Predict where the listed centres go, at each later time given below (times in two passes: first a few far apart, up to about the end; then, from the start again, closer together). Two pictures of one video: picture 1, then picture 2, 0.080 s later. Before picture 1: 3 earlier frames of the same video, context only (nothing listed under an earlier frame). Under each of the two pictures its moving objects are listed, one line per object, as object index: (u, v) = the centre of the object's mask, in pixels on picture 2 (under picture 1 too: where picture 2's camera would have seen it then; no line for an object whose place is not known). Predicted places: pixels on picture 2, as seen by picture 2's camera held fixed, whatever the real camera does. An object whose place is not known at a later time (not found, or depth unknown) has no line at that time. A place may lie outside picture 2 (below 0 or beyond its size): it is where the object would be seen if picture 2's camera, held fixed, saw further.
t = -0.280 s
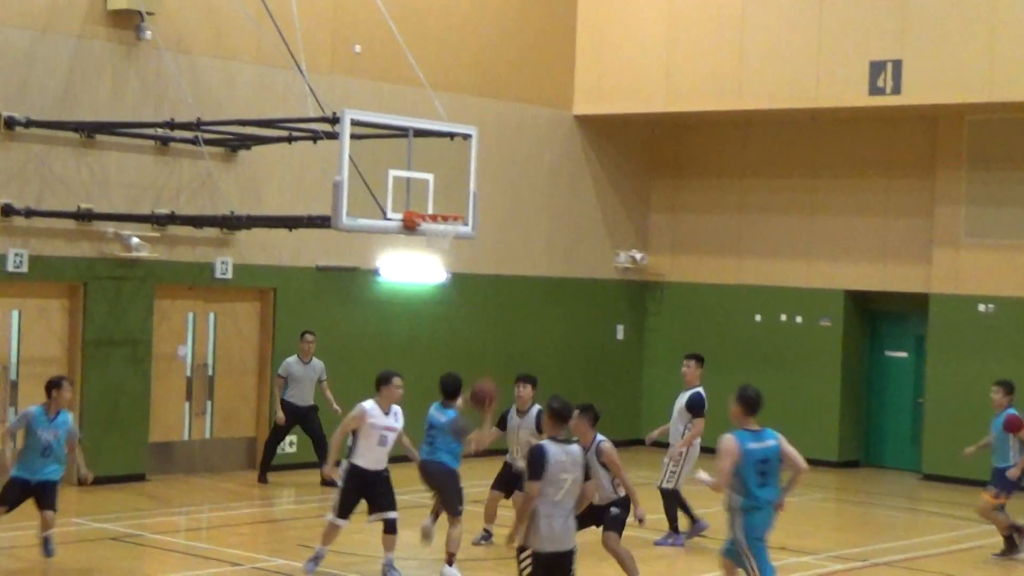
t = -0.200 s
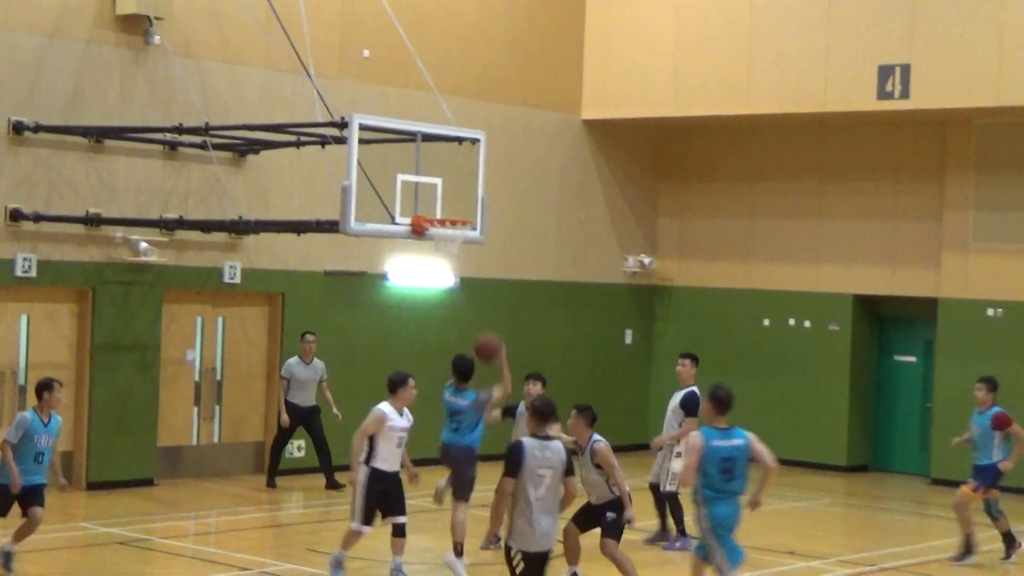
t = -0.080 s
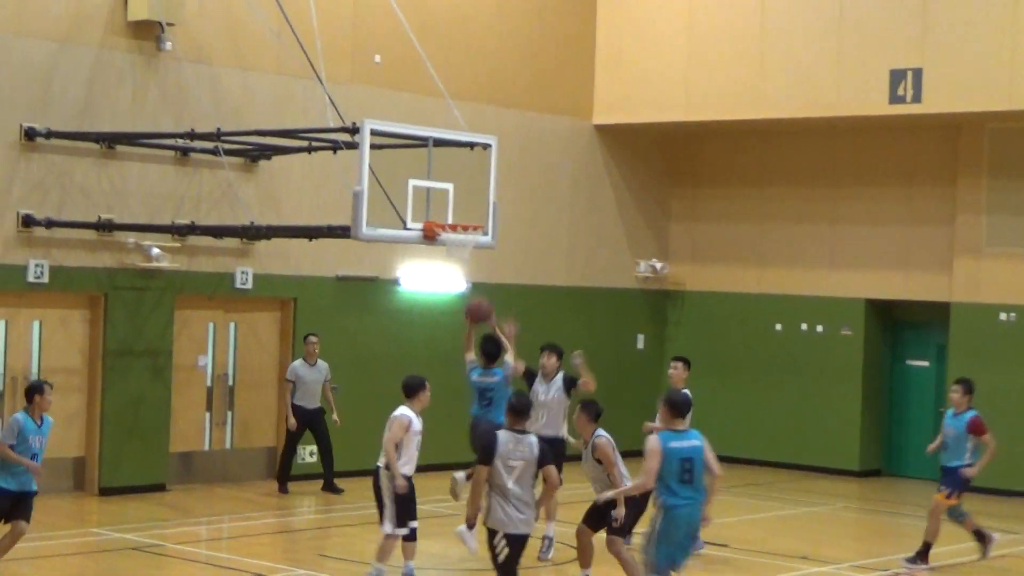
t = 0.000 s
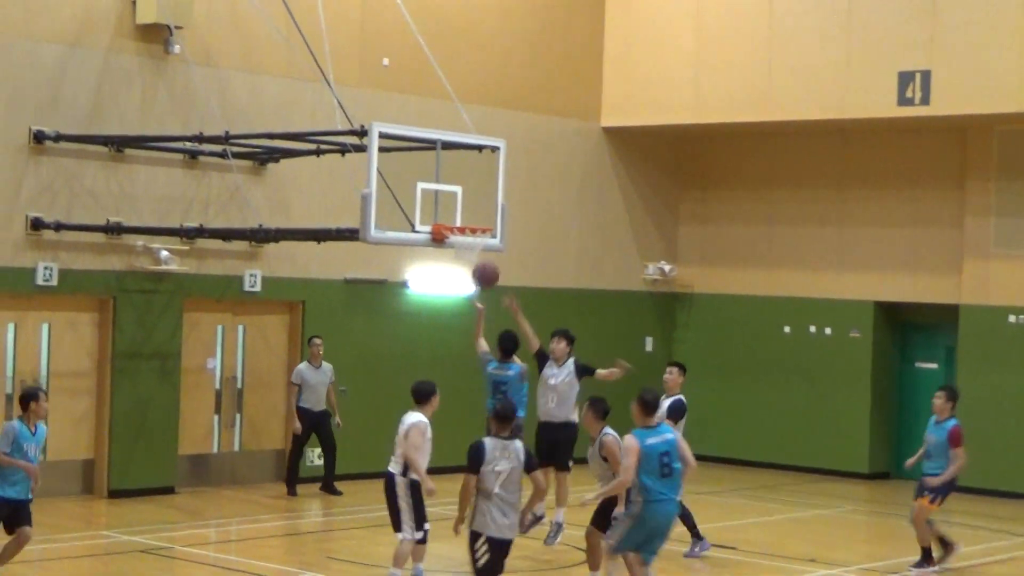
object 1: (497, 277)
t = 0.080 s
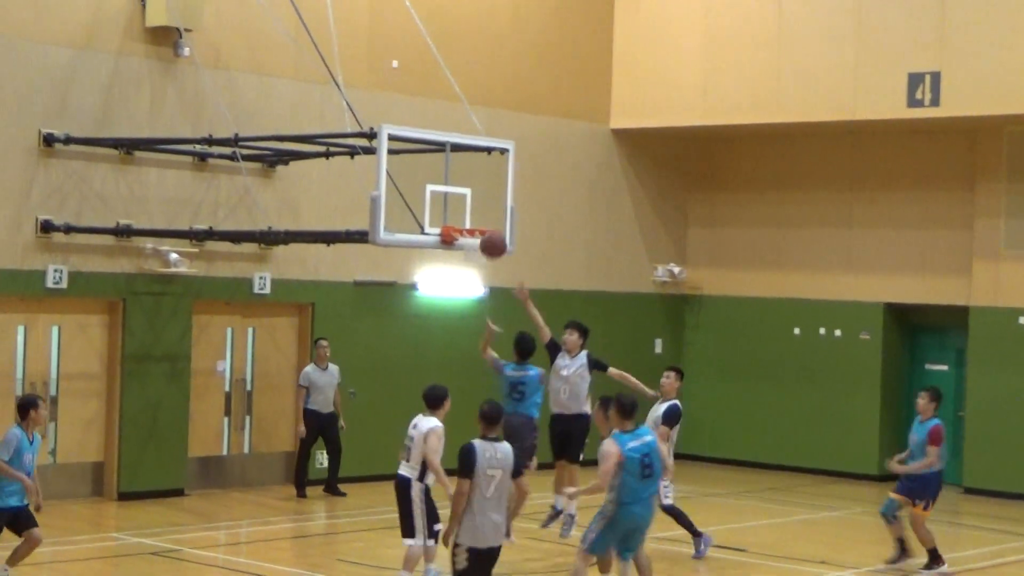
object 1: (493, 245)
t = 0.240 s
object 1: (487, 206)
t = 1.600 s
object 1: (485, 209)
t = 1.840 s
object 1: (464, 242)
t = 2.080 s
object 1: (468, 250)
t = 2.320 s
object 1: (486, 293)
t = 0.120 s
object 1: (492, 232)
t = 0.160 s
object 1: (490, 222)
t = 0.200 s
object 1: (489, 213)
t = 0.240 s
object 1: (487, 206)
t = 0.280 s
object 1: (485, 201)
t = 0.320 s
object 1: (485, 198)
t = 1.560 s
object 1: (485, 203)
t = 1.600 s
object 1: (485, 209)
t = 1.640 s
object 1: (486, 217)
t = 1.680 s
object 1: (486, 222)
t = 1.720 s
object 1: (482, 223)
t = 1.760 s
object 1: (476, 230)
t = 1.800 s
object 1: (471, 235)
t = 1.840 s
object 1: (464, 242)
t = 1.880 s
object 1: (460, 242)
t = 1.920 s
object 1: (461, 247)
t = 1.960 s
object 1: (462, 243)
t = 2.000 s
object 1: (463, 245)
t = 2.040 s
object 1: (466, 247)
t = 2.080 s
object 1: (468, 250)
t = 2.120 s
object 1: (470, 254)
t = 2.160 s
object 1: (473, 259)
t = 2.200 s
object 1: (476, 267)
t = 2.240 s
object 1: (478, 273)
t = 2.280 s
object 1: (483, 281)
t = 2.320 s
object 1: (486, 293)
